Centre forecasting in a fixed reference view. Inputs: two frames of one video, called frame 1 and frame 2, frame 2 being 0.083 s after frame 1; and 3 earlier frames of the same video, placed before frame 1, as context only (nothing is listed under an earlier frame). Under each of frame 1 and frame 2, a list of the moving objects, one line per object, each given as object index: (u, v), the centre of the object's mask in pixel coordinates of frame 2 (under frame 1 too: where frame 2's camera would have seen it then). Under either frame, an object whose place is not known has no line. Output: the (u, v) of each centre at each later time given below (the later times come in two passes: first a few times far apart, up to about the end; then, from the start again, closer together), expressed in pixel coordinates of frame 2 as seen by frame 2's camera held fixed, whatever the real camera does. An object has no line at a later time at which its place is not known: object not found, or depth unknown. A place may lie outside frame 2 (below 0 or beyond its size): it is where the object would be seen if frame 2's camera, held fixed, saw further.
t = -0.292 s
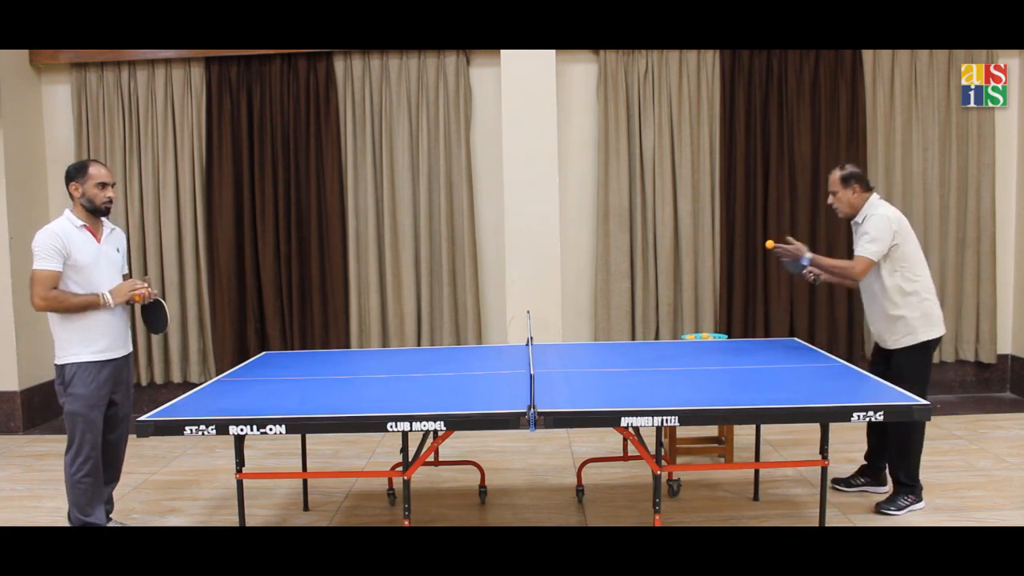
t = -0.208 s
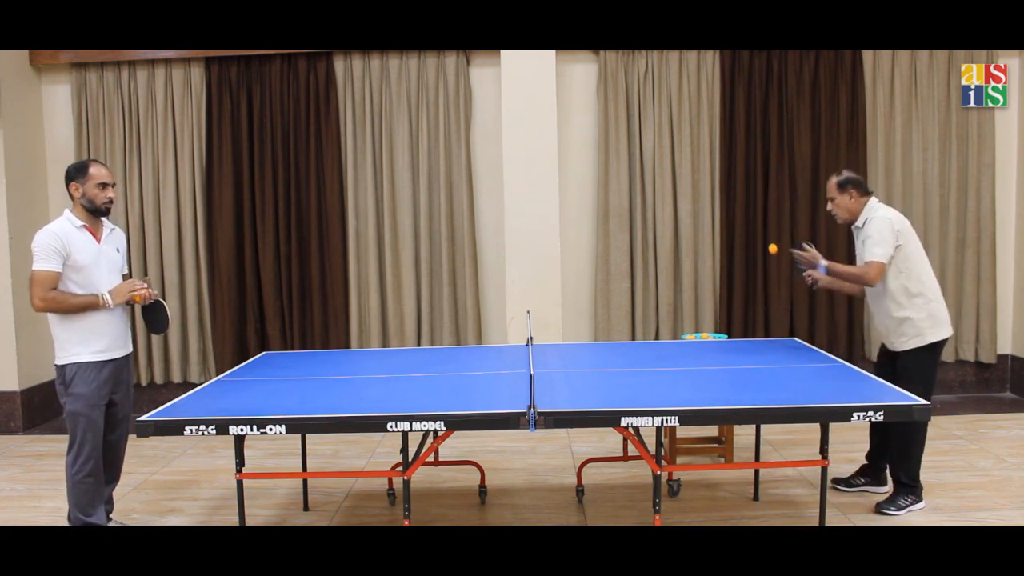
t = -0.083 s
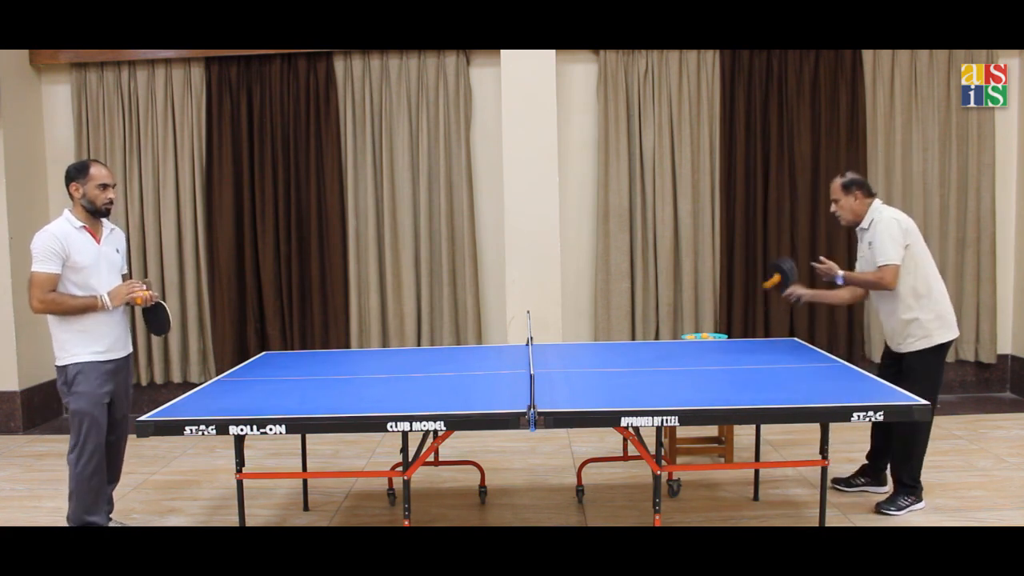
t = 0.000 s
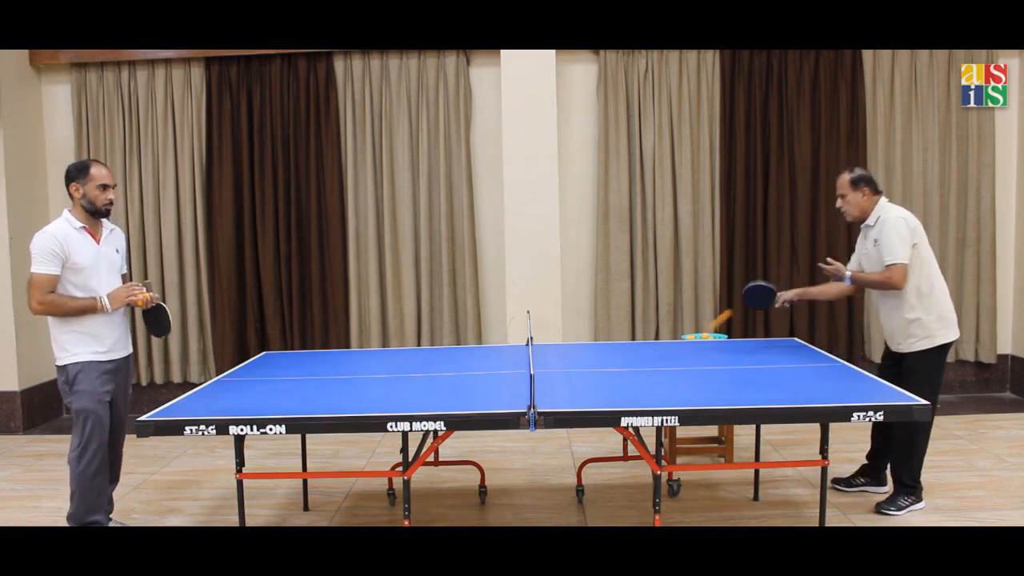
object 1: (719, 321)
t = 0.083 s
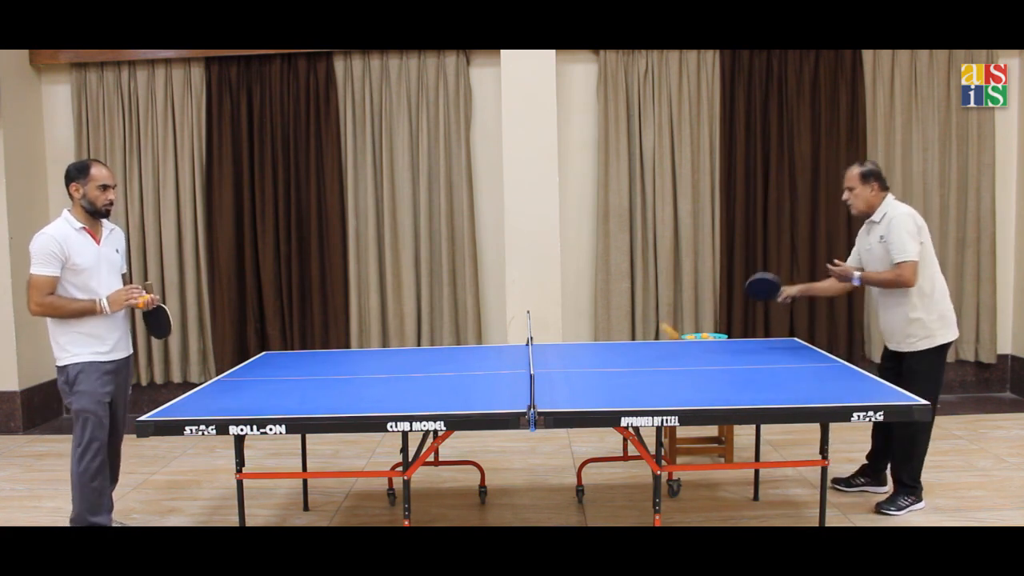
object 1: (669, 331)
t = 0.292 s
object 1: (561, 291)
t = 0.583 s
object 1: (407, 357)
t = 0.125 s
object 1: (648, 316)
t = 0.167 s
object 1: (626, 304)
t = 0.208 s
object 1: (605, 296)
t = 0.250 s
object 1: (583, 291)
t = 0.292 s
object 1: (561, 291)
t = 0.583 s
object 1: (407, 357)
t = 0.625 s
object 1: (385, 342)
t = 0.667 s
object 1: (365, 333)
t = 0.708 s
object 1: (343, 327)
